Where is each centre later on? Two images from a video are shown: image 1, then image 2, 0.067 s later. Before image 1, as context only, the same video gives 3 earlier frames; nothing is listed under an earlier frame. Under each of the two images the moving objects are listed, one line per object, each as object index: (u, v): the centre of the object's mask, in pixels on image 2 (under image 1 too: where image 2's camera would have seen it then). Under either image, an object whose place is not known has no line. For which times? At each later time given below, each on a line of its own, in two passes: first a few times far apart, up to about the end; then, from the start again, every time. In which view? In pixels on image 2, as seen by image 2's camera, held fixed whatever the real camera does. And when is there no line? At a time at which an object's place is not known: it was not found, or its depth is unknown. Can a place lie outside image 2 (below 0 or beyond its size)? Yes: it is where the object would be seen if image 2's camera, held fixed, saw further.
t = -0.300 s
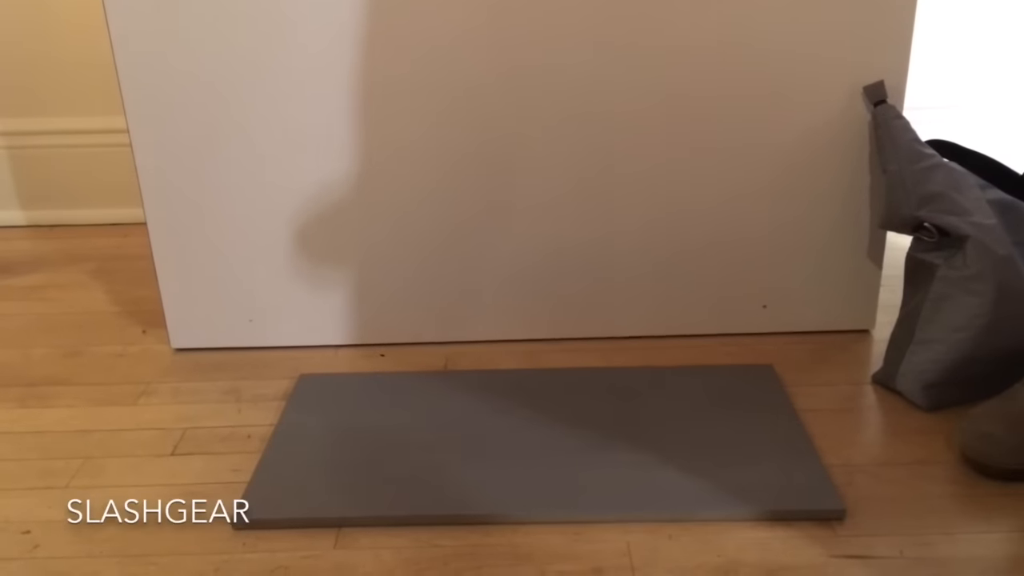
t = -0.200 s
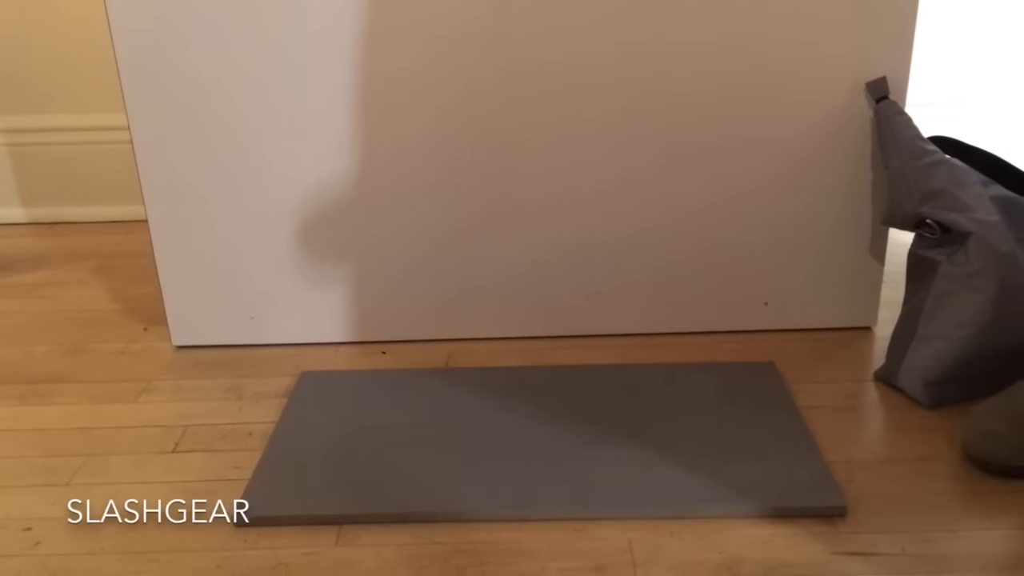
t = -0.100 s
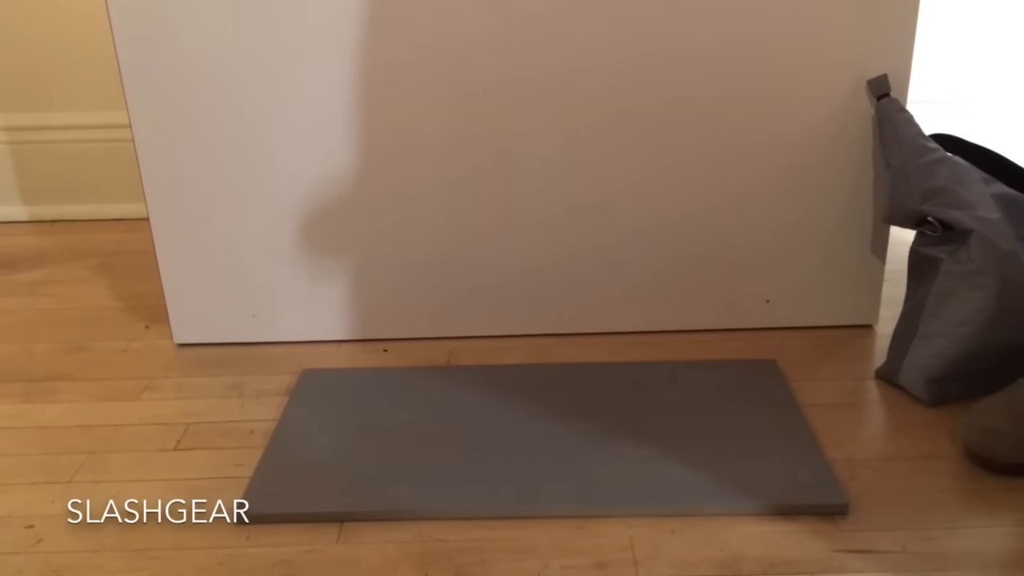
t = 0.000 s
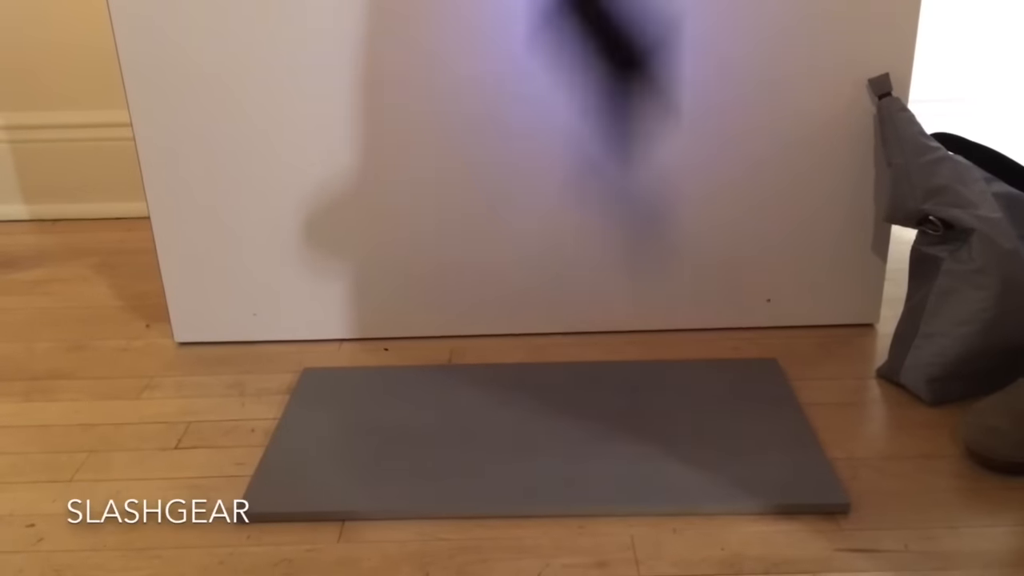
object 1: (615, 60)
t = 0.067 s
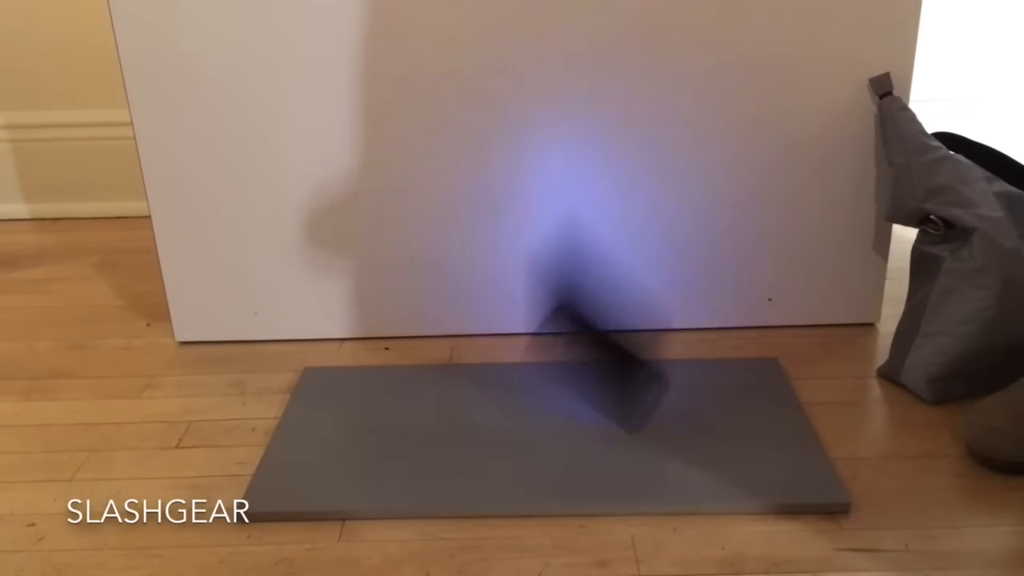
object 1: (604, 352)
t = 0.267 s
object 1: (520, 329)
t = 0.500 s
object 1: (460, 358)
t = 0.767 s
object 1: (454, 360)
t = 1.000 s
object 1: (454, 360)
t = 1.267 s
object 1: (453, 360)
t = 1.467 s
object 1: (454, 360)
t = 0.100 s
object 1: (587, 374)
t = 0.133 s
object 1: (569, 357)
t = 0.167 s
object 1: (559, 341)
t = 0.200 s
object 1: (547, 332)
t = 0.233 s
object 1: (529, 327)
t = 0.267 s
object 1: (520, 329)
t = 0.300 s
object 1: (506, 324)
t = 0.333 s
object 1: (490, 326)
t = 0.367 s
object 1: (477, 340)
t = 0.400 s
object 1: (467, 354)
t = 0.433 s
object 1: (460, 363)
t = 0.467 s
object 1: (458, 359)
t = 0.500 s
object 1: (460, 358)
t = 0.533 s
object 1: (456, 361)
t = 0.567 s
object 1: (453, 360)
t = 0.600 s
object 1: (453, 357)
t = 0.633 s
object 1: (454, 359)
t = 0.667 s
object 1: (454, 361)
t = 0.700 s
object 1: (455, 360)
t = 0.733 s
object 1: (454, 360)
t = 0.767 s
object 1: (454, 360)
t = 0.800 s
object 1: (453, 360)
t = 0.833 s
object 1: (454, 360)
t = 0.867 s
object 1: (454, 360)
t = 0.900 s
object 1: (453, 360)
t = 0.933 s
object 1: (453, 360)
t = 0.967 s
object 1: (454, 360)
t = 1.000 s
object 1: (454, 360)
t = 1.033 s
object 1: (454, 360)
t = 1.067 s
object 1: (454, 360)
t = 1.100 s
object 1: (453, 360)
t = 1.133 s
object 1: (453, 360)
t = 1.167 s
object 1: (454, 360)
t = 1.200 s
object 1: (454, 360)
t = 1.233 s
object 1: (453, 360)
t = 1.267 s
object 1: (453, 360)
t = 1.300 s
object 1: (454, 360)
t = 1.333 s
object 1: (454, 360)
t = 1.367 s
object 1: (454, 360)
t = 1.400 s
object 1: (454, 360)
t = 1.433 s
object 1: (454, 360)
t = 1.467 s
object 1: (454, 360)
